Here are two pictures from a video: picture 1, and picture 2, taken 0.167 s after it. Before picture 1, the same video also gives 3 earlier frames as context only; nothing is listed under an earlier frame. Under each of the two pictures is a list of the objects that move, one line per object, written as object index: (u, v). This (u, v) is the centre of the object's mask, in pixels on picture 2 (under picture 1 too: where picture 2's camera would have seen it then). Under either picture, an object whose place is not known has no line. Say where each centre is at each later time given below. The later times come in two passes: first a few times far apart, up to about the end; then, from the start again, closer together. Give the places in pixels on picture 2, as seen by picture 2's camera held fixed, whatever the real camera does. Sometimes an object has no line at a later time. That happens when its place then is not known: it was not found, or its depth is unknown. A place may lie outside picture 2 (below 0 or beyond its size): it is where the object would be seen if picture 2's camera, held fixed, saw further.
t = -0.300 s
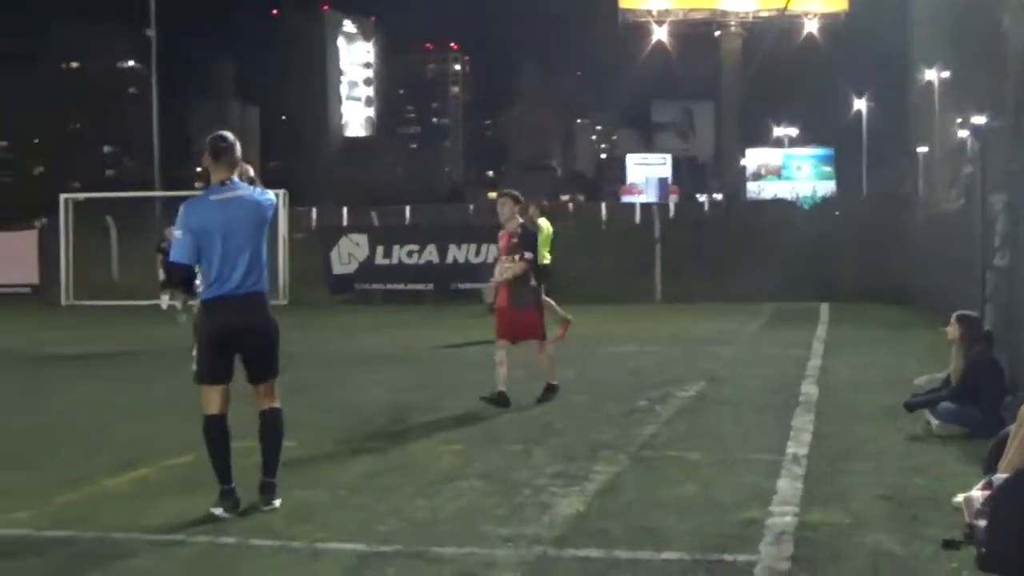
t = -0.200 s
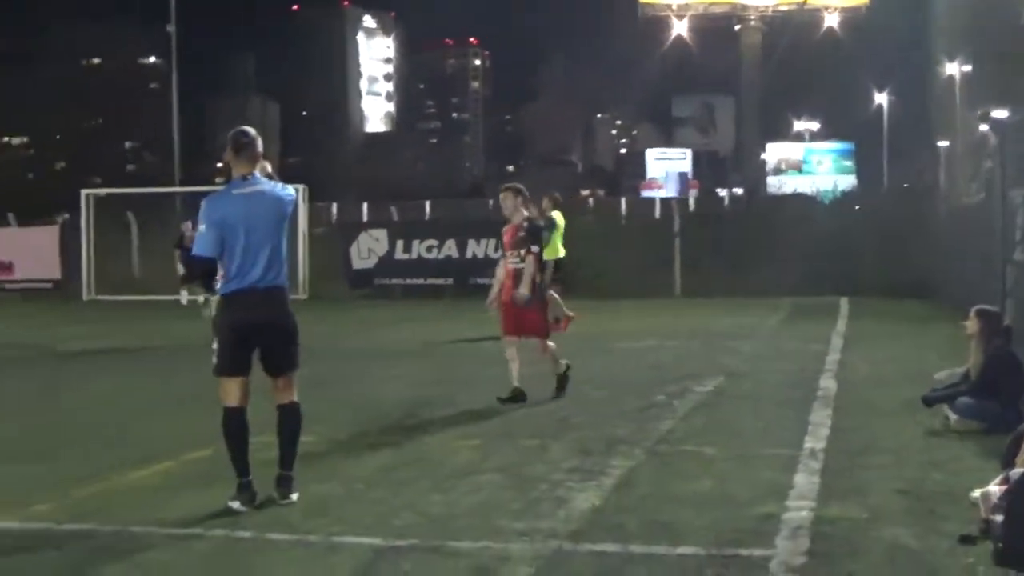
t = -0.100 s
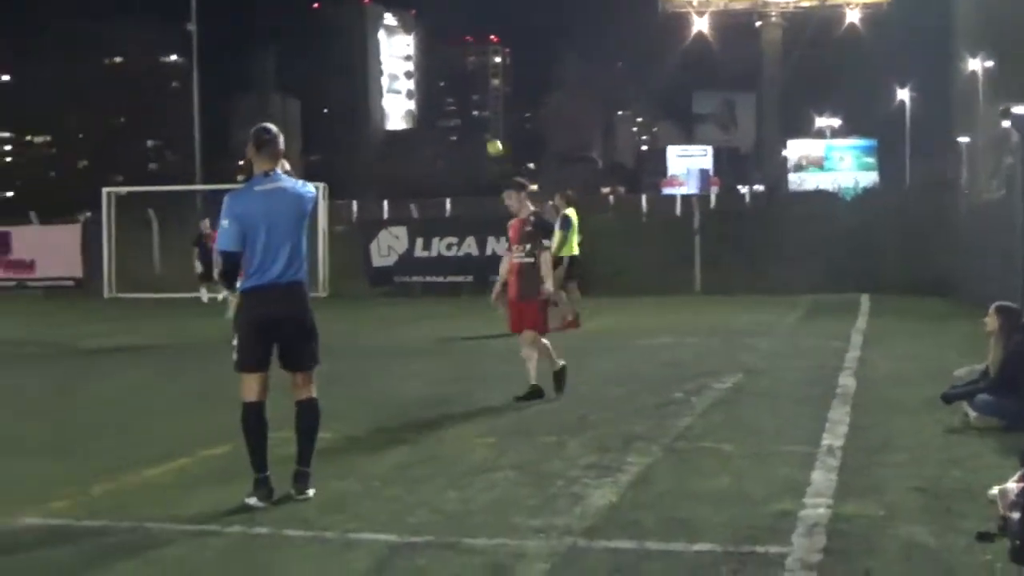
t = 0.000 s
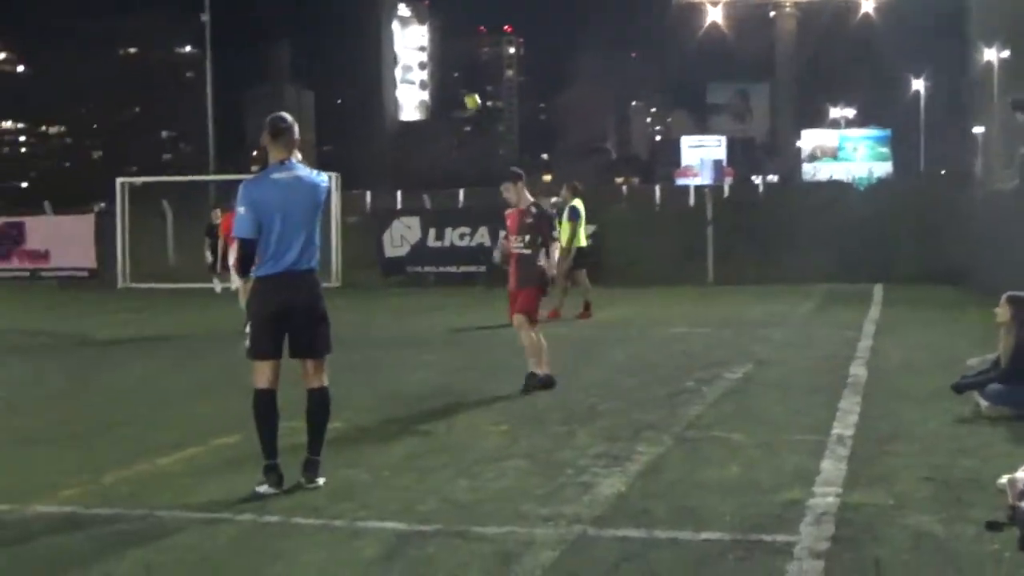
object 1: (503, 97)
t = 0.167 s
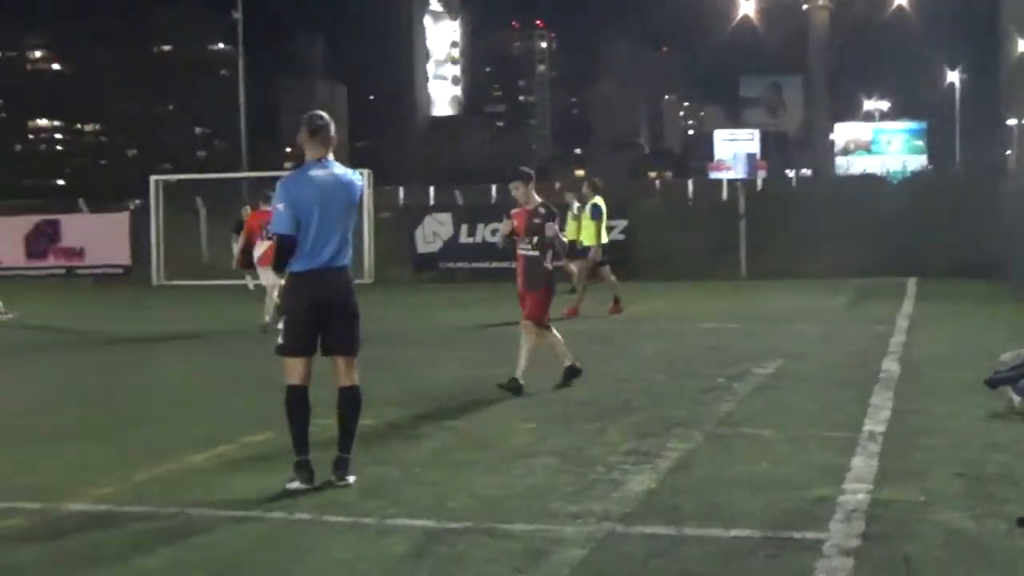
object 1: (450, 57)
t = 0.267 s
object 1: (418, 41)
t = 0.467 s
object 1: (364, 33)
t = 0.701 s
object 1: (305, 56)
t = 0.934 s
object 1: (252, 111)
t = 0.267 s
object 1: (418, 41)
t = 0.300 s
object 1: (409, 37)
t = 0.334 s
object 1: (400, 35)
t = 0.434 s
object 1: (372, 32)
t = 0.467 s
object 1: (364, 33)
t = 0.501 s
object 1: (355, 34)
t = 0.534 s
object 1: (346, 36)
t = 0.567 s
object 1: (338, 39)
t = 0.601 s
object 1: (329, 42)
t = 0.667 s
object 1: (312, 51)
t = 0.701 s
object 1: (305, 56)
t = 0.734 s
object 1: (297, 62)
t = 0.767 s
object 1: (289, 69)
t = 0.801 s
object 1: (281, 76)
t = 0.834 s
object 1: (274, 83)
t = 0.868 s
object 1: (266, 92)
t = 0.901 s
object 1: (259, 101)
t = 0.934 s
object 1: (252, 111)
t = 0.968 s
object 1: (245, 121)
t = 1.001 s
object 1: (238, 131)
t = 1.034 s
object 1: (231, 143)
